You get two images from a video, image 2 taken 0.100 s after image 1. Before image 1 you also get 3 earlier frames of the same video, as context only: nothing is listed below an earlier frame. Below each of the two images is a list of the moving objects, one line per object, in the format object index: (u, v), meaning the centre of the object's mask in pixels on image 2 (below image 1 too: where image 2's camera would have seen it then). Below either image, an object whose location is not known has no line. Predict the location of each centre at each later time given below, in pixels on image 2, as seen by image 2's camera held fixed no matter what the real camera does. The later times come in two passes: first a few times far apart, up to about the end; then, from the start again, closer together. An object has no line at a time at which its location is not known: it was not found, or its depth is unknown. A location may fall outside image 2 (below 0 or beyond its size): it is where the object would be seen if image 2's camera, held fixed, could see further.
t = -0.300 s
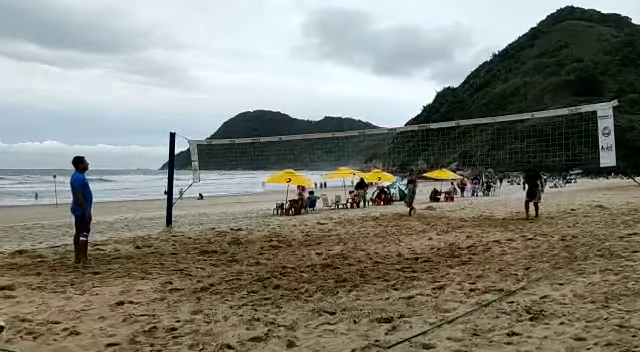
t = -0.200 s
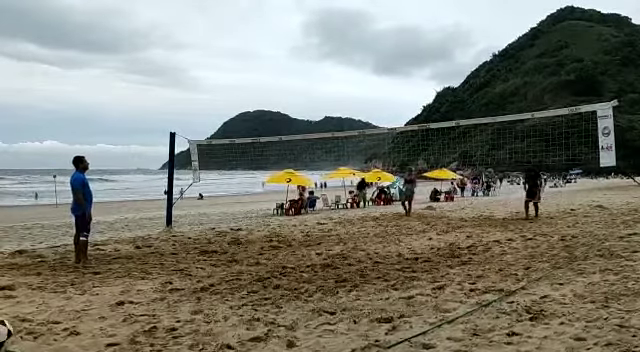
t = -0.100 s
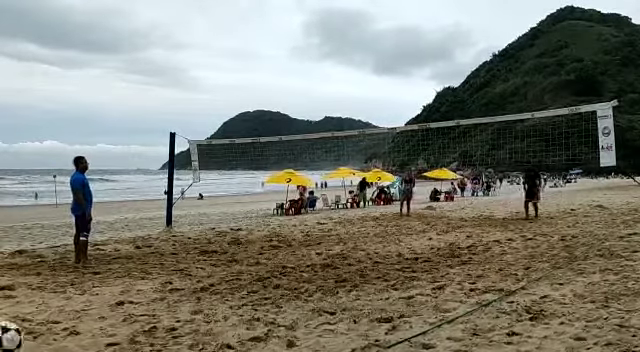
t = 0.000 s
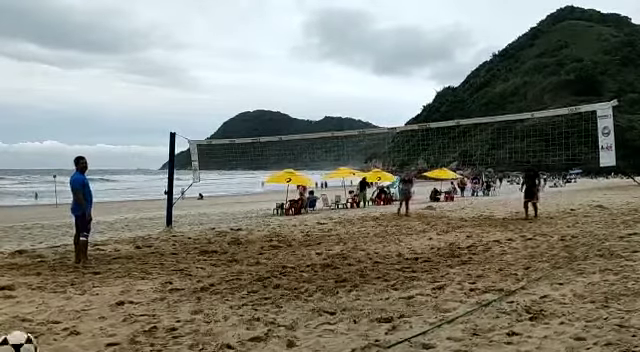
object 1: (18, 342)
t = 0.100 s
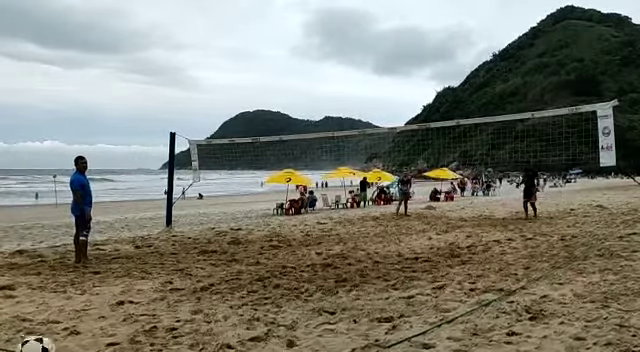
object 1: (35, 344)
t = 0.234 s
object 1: (58, 342)
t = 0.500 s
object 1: (90, 338)
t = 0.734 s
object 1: (90, 338)
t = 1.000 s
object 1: (92, 338)
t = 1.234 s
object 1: (89, 339)
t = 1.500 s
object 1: (89, 339)
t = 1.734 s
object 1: (89, 339)
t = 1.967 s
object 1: (89, 339)
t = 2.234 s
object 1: (89, 339)
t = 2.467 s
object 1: (89, 339)
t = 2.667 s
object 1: (89, 339)
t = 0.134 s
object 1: (43, 344)
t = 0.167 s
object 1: (46, 343)
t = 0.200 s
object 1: (53, 343)
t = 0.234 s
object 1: (58, 342)
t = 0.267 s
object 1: (66, 341)
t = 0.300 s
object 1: (69, 342)
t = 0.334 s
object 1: (74, 340)
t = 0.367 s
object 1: (78, 341)
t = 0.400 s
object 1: (84, 341)
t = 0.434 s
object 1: (88, 340)
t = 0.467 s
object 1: (89, 339)
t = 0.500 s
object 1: (90, 338)
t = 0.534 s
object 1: (91, 338)
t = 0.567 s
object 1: (92, 337)
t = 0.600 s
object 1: (92, 337)
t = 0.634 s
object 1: (92, 337)
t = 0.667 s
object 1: (92, 337)
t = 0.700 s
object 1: (91, 337)
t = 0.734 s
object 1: (90, 338)
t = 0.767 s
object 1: (89, 337)
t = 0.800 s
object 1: (89, 337)
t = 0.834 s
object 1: (89, 337)
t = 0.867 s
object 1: (89, 337)
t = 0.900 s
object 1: (90, 337)
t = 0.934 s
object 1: (90, 337)
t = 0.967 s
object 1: (91, 338)
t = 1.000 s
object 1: (92, 338)
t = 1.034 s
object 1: (92, 338)
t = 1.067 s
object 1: (91, 338)
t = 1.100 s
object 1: (90, 338)
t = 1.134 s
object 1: (90, 338)
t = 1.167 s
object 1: (90, 339)
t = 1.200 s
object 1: (89, 339)
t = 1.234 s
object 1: (89, 339)
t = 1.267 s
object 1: (89, 339)
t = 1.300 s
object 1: (89, 339)
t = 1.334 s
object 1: (89, 339)
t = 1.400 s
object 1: (89, 339)
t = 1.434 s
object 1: (89, 339)
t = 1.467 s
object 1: (89, 339)
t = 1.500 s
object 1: (89, 339)
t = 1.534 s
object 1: (89, 339)
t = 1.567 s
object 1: (89, 339)
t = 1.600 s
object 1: (89, 339)
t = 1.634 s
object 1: (89, 339)
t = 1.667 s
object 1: (89, 339)
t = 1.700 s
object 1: (89, 339)
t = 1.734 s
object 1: (89, 339)
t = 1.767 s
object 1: (89, 339)
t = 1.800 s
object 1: (89, 339)
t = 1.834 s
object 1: (89, 339)
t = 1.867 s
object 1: (89, 339)
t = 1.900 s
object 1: (89, 339)
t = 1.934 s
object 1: (89, 339)
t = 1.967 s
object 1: (89, 339)
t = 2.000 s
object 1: (89, 339)
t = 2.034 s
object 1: (89, 339)
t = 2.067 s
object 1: (89, 339)
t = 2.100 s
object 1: (89, 339)
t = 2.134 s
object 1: (89, 339)
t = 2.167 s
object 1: (89, 339)
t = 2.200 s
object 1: (89, 339)
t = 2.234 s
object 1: (89, 339)
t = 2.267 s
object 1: (89, 339)
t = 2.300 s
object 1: (89, 339)
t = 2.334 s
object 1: (89, 339)
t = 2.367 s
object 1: (89, 339)
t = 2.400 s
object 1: (89, 339)
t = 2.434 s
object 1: (89, 339)
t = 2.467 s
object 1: (89, 339)
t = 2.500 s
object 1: (89, 339)
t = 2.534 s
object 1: (89, 339)
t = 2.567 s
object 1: (89, 339)
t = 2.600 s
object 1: (89, 339)
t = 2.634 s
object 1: (89, 339)
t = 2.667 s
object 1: (89, 339)
